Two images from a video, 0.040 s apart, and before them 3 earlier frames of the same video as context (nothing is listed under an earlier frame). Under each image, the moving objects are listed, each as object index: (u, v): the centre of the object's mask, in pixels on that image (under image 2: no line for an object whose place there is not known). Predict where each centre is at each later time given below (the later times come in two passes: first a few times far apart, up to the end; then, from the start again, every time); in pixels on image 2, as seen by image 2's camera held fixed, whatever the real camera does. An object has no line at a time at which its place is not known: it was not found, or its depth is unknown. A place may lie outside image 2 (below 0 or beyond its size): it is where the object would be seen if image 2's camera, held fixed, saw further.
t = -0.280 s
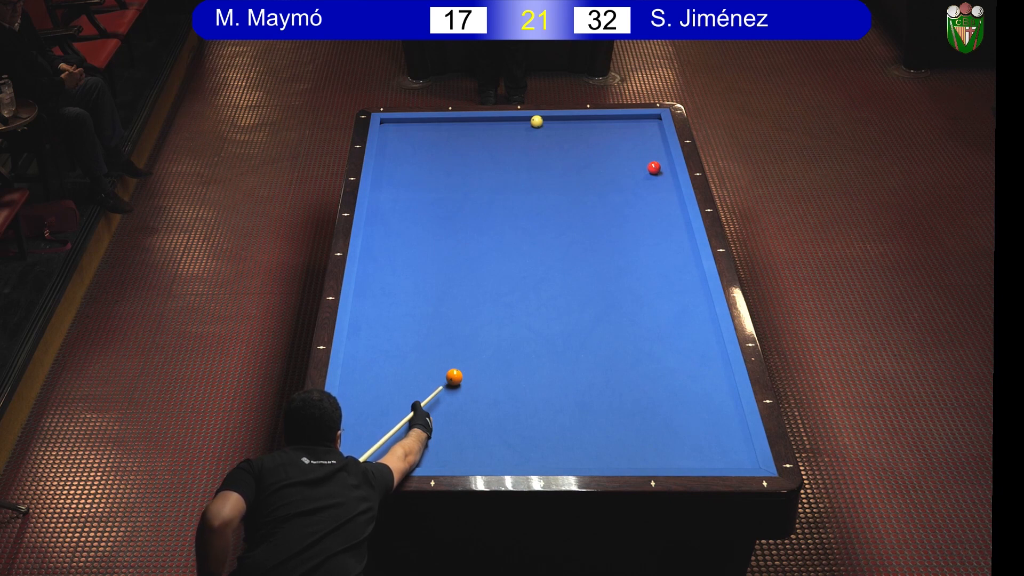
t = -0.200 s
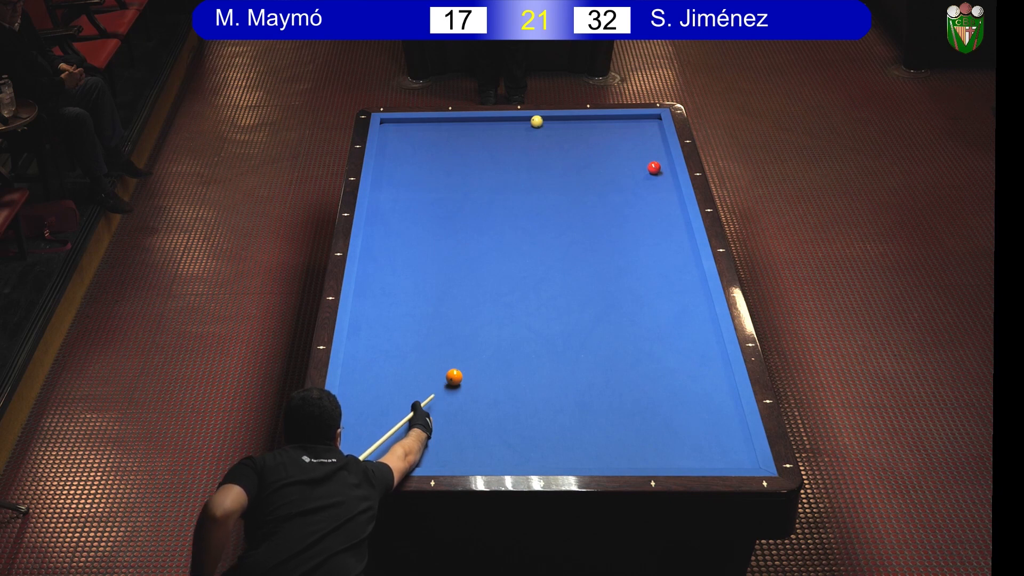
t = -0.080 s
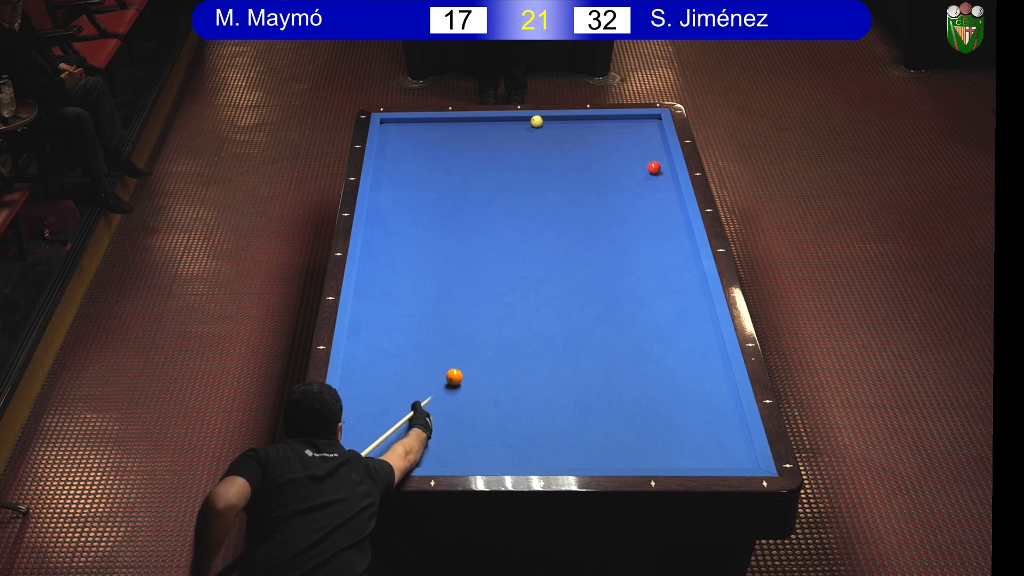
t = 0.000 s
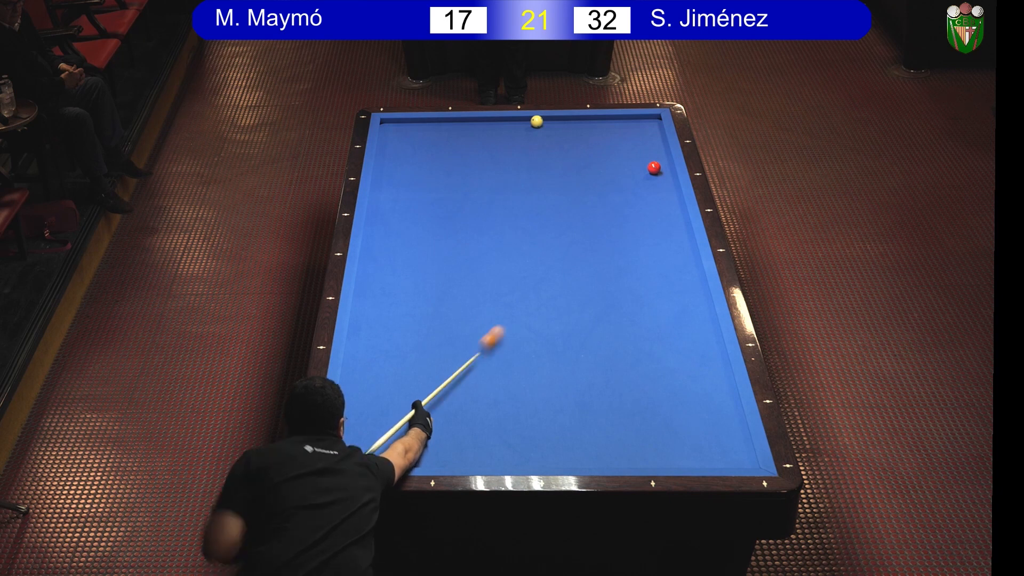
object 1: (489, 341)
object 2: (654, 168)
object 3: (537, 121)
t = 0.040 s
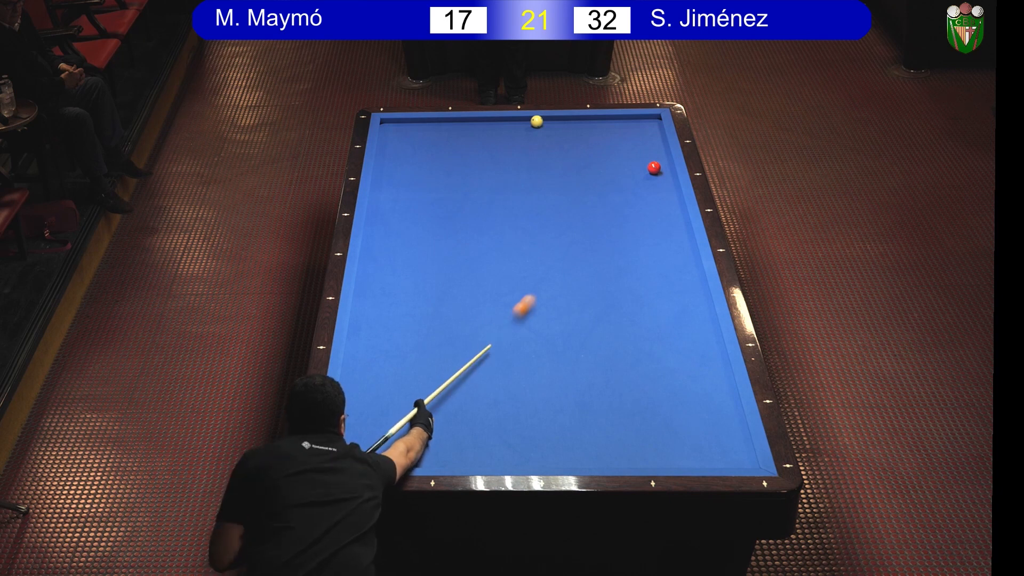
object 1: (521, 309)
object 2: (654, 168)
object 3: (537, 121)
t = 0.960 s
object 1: (475, 145)
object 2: (591, 253)
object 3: (537, 121)
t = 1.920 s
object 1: (594, 119)
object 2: (546, 392)
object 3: (537, 121)
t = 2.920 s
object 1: (528, 131)
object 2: (521, 237)
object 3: (482, 121)
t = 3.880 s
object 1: (493, 132)
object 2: (511, 144)
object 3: (418, 124)
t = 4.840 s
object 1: (445, 138)
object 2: (539, 124)
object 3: (398, 126)
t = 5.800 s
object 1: (403, 162)
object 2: (561, 126)
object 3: (424, 127)
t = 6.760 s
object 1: (383, 182)
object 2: (577, 134)
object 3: (443, 128)
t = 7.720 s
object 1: (398, 197)
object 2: (588, 139)
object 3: (455, 128)
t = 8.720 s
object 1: (411, 209)
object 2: (593, 141)
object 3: (461, 128)
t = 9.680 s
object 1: (419, 217)
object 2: (593, 141)
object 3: (461, 128)
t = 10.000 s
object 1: (421, 219)
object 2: (593, 142)
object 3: (461, 128)
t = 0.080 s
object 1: (551, 279)
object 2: (654, 168)
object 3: (537, 121)
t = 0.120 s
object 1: (581, 250)
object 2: (654, 168)
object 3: (537, 121)
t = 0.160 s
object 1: (606, 225)
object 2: (654, 168)
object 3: (537, 121)
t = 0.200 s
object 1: (629, 201)
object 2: (654, 168)
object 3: (537, 121)
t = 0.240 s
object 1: (651, 180)
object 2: (654, 167)
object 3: (537, 121)
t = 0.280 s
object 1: (665, 170)
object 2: (646, 158)
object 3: (537, 121)
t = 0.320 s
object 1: (636, 169)
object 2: (635, 144)
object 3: (537, 121)
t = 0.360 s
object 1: (607, 168)
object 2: (625, 131)
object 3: (537, 121)
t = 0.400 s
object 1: (579, 167)
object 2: (615, 119)
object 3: (537, 121)
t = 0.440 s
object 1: (552, 166)
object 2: (612, 125)
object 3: (537, 121)
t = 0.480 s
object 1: (526, 164)
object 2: (611, 135)
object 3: (537, 121)
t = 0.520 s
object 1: (500, 163)
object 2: (609, 145)
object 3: (537, 121)
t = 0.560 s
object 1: (475, 161)
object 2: (608, 155)
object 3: (537, 121)
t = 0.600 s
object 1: (451, 159)
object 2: (606, 165)
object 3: (537, 121)
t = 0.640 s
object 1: (428, 157)
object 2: (604, 174)
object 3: (537, 121)
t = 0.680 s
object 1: (405, 155)
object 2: (603, 184)
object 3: (537, 121)
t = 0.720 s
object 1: (384, 153)
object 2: (601, 194)
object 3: (537, 121)
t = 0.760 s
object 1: (395, 152)
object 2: (599, 204)
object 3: (537, 121)
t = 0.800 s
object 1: (412, 151)
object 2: (598, 214)
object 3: (537, 121)
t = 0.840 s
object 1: (429, 149)
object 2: (596, 223)
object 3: (537, 121)
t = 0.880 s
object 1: (445, 148)
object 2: (595, 233)
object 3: (537, 121)
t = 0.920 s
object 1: (460, 147)
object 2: (593, 243)
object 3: (537, 121)
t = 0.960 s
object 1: (475, 145)
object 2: (591, 253)
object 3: (537, 121)
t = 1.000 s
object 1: (489, 144)
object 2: (589, 263)
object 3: (537, 121)
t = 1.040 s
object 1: (502, 142)
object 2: (588, 273)
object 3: (537, 121)
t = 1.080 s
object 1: (515, 141)
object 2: (586, 284)
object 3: (537, 121)
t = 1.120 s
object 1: (527, 139)
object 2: (584, 295)
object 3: (537, 121)
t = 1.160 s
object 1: (539, 137)
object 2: (582, 306)
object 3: (537, 121)
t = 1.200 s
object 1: (551, 135)
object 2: (580, 317)
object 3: (537, 121)
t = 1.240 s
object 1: (563, 133)
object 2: (578, 329)
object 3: (537, 121)
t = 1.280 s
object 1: (574, 132)
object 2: (576, 341)
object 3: (537, 121)
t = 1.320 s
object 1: (585, 130)
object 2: (574, 353)
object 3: (537, 121)
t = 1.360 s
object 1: (597, 128)
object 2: (571, 366)
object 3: (537, 121)
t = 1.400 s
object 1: (608, 126)
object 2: (569, 379)
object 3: (537, 121)
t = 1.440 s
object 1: (619, 125)
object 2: (567, 392)
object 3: (537, 121)
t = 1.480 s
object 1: (631, 123)
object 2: (564, 406)
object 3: (537, 121)
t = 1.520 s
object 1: (642, 121)
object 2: (562, 420)
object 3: (537, 121)
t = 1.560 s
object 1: (653, 119)
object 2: (559, 435)
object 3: (537, 121)
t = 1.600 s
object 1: (649, 118)
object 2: (557, 450)
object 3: (537, 121)
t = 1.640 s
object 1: (640, 118)
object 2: (554, 461)
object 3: (537, 121)
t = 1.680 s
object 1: (632, 118)
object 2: (553, 454)
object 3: (537, 121)
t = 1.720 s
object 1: (624, 118)
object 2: (551, 442)
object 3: (537, 121)
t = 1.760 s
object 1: (617, 118)
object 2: (550, 430)
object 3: (537, 121)
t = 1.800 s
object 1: (611, 119)
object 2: (549, 419)
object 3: (537, 121)
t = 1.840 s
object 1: (605, 119)
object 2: (548, 410)
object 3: (537, 121)
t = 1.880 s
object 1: (600, 119)
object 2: (547, 400)
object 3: (537, 121)
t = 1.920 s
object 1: (594, 119)
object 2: (546, 392)
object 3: (537, 121)
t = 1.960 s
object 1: (588, 120)
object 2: (544, 384)
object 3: (537, 121)
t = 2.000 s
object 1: (583, 120)
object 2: (543, 376)
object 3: (537, 121)
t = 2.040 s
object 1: (577, 120)
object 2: (542, 369)
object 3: (537, 121)
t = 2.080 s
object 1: (572, 121)
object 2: (541, 362)
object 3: (537, 121)
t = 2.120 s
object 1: (566, 121)
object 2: (540, 355)
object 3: (537, 121)
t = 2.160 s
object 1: (561, 121)
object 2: (539, 348)
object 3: (537, 121)
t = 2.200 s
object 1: (555, 122)
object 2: (538, 342)
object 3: (537, 121)
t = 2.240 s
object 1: (550, 122)
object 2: (537, 335)
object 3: (536, 121)
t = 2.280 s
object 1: (548, 123)
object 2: (536, 328)
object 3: (533, 121)
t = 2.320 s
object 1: (548, 123)
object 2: (535, 322)
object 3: (528, 120)
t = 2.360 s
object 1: (546, 124)
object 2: (534, 315)
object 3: (525, 120)
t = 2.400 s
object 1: (545, 124)
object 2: (533, 309)
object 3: (521, 120)
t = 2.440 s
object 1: (543, 125)
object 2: (532, 303)
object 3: (518, 120)
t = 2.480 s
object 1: (542, 125)
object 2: (531, 297)
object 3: (515, 120)
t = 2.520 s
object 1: (541, 126)
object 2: (530, 291)
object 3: (512, 120)
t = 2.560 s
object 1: (539, 126)
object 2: (529, 286)
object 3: (508, 119)
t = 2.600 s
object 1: (538, 127)
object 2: (528, 280)
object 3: (505, 119)
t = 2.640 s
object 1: (537, 127)
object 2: (527, 274)
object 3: (502, 120)
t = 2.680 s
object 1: (535, 128)
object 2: (526, 268)
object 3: (499, 120)
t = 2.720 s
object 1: (534, 128)
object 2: (525, 263)
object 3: (496, 120)
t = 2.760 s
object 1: (533, 129)
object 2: (524, 258)
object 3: (493, 120)
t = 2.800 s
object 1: (532, 129)
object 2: (523, 252)
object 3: (491, 120)
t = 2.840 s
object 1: (530, 130)
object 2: (523, 247)
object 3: (488, 120)
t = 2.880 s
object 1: (529, 130)
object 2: (522, 242)
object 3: (485, 121)
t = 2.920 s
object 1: (528, 131)
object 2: (521, 237)
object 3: (482, 121)
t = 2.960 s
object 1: (526, 131)
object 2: (520, 232)
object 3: (479, 121)
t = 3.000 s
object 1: (525, 132)
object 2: (520, 227)
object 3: (476, 121)
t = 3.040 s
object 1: (524, 132)
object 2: (519, 223)
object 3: (474, 121)
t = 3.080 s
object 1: (523, 133)
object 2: (518, 218)
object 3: (471, 121)
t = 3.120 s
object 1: (521, 133)
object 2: (517, 213)
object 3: (468, 122)
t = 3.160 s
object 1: (520, 134)
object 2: (517, 208)
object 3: (465, 122)
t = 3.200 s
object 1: (519, 134)
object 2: (516, 204)
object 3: (462, 122)
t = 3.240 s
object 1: (518, 134)
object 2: (515, 199)
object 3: (460, 122)
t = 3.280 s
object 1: (516, 135)
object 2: (514, 195)
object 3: (457, 122)
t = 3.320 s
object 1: (515, 135)
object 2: (514, 190)
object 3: (454, 122)
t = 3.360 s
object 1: (514, 136)
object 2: (513, 186)
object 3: (451, 122)
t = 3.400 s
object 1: (513, 136)
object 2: (512, 182)
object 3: (449, 123)
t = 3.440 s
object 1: (512, 137)
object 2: (512, 178)
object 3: (446, 123)
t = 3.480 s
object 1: (510, 137)
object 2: (511, 174)
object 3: (443, 123)
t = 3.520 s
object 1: (509, 138)
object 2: (510, 169)
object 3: (441, 123)
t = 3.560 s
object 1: (508, 138)
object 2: (510, 166)
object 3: (438, 123)
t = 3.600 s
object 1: (507, 138)
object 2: (509, 161)
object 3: (436, 123)
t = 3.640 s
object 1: (506, 139)
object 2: (508, 158)
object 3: (433, 123)
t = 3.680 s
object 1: (505, 139)
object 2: (508, 154)
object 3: (430, 124)
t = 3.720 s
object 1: (504, 139)
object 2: (507, 150)
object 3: (428, 124)
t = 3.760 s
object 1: (502, 139)
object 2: (507, 147)
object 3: (425, 124)
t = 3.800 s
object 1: (499, 137)
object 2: (508, 145)
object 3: (423, 124)
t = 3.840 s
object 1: (496, 135)
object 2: (509, 145)
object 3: (420, 124)
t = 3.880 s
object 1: (493, 132)
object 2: (511, 144)
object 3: (418, 124)
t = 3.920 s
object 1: (491, 130)
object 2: (512, 144)
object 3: (415, 124)
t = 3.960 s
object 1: (488, 128)
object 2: (513, 143)
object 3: (413, 124)
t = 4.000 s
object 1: (486, 126)
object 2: (515, 142)
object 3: (410, 125)
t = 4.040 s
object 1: (483, 125)
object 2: (516, 141)
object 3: (408, 125)
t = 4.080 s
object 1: (480, 123)
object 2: (517, 140)
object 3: (405, 125)
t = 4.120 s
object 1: (478, 121)
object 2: (519, 139)
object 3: (403, 125)
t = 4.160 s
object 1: (476, 120)
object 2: (520, 138)
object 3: (401, 125)
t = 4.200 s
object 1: (474, 122)
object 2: (521, 137)
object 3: (398, 125)
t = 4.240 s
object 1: (472, 123)
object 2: (522, 136)
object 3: (396, 125)
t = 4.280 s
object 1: (470, 124)
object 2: (523, 135)
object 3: (393, 126)
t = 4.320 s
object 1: (469, 125)
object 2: (524, 134)
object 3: (391, 126)
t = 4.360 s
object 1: (467, 126)
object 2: (526, 134)
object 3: (389, 126)
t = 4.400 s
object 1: (465, 127)
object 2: (527, 133)
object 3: (386, 126)
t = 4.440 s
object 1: (463, 128)
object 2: (528, 132)
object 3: (385, 126)
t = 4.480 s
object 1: (461, 129)
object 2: (529, 131)
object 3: (387, 126)
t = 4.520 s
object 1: (459, 130)
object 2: (530, 130)
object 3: (388, 126)
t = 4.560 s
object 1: (457, 131)
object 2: (531, 129)
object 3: (389, 126)
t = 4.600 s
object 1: (456, 132)
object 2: (532, 128)
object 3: (391, 126)
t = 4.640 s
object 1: (454, 133)
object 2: (534, 128)
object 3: (392, 126)
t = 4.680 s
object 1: (452, 134)
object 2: (535, 127)
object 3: (393, 126)
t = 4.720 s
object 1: (450, 135)
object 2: (536, 126)
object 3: (394, 126)
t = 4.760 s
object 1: (448, 137)
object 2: (537, 125)
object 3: (396, 126)
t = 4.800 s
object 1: (447, 137)
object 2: (538, 124)
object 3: (397, 126)
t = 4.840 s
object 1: (445, 138)
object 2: (539, 124)
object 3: (398, 126)
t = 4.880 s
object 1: (443, 139)
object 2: (540, 123)
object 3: (399, 126)
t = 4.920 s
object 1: (441, 141)
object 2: (541, 122)
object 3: (401, 126)
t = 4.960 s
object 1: (439, 142)
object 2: (542, 121)
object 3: (402, 126)
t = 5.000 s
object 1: (438, 143)
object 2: (543, 121)
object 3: (403, 126)
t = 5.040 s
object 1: (436, 143)
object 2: (544, 120)
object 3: (404, 126)
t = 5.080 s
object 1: (434, 144)
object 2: (545, 119)
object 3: (405, 127)
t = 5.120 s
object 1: (432, 145)
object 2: (546, 120)
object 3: (406, 127)
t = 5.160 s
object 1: (431, 146)
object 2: (547, 120)
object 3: (408, 127)
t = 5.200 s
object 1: (429, 147)
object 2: (548, 121)
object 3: (409, 127)
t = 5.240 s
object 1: (427, 148)
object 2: (549, 121)
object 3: (410, 127)
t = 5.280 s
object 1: (425, 150)
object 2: (550, 121)
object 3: (411, 127)
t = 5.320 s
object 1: (424, 150)
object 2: (551, 122)
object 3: (412, 127)
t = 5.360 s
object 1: (422, 151)
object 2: (552, 122)
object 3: (413, 127)
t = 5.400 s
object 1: (420, 152)
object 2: (552, 123)
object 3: (414, 127)
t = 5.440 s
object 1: (418, 153)
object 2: (553, 123)
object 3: (415, 127)
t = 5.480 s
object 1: (416, 154)
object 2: (554, 123)
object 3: (416, 127)
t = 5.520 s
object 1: (415, 155)
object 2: (555, 124)
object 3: (417, 127)
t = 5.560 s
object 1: (413, 156)
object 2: (556, 124)
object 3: (418, 127)
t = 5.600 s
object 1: (411, 157)
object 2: (557, 124)
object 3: (419, 127)
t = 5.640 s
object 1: (410, 158)
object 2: (558, 125)
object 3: (420, 127)
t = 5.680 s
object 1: (408, 159)
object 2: (559, 125)
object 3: (421, 127)
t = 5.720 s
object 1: (406, 160)
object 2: (559, 126)
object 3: (422, 127)
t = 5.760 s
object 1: (405, 161)
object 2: (560, 126)
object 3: (423, 127)
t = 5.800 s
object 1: (403, 162)
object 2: (561, 126)
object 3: (424, 127)
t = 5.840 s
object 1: (401, 163)
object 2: (562, 127)
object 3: (425, 127)
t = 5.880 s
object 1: (400, 164)
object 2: (563, 127)
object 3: (426, 127)
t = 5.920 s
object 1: (398, 165)
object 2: (563, 127)
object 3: (427, 127)
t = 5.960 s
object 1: (397, 166)
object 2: (564, 128)
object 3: (428, 127)
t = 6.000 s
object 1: (395, 167)
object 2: (565, 128)
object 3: (428, 127)
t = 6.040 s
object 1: (393, 167)
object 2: (566, 128)
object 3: (429, 127)
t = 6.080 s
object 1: (392, 168)
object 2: (566, 129)
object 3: (430, 127)
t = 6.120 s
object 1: (390, 169)
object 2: (567, 129)
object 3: (431, 127)
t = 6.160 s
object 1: (388, 170)
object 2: (568, 129)
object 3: (432, 127)
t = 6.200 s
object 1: (387, 171)
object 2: (569, 130)
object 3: (433, 127)
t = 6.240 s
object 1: (385, 172)
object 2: (569, 130)
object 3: (433, 127)
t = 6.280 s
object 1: (384, 173)
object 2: (570, 130)
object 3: (434, 127)
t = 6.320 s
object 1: (382, 174)
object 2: (571, 131)
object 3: (435, 127)
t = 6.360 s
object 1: (380, 175)
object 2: (571, 131)
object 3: (436, 127)
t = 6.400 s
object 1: (379, 176)
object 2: (572, 131)
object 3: (437, 127)
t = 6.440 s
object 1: (378, 177)
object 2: (573, 132)
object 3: (437, 127)
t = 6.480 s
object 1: (379, 177)
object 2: (573, 132)
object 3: (438, 127)
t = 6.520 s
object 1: (379, 178)
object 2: (574, 132)
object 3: (439, 127)
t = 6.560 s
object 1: (380, 179)
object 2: (574, 132)
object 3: (440, 127)
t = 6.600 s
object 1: (381, 179)
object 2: (575, 133)
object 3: (440, 127)
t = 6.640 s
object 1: (381, 180)
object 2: (576, 133)
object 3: (441, 127)
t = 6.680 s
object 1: (382, 181)
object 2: (576, 133)
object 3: (442, 128)
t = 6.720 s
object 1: (383, 182)
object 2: (577, 134)
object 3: (442, 128)
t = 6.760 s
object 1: (383, 182)
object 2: (577, 134)
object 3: (443, 128)
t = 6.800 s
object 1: (384, 183)
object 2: (578, 134)
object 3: (444, 128)
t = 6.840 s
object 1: (385, 184)
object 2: (578, 134)
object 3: (444, 128)
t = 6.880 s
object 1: (385, 184)
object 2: (579, 135)
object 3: (445, 128)
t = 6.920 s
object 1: (386, 185)
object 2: (580, 135)
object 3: (446, 128)
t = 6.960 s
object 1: (387, 186)
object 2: (580, 135)
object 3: (446, 128)
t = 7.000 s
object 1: (387, 186)
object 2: (581, 135)
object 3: (447, 128)
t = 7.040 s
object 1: (388, 187)
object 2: (581, 135)
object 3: (447, 128)
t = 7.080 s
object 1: (389, 188)
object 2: (582, 136)
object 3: (448, 128)
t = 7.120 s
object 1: (389, 188)
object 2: (582, 136)
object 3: (448, 128)
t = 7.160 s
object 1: (390, 189)
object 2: (583, 136)
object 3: (449, 128)
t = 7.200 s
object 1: (391, 190)
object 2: (583, 136)
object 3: (449, 128)
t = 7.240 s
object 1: (391, 190)
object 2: (584, 137)
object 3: (450, 128)
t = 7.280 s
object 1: (392, 191)
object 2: (584, 137)
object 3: (450, 128)
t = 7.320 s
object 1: (392, 191)
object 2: (584, 137)
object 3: (451, 128)
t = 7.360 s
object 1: (393, 192)
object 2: (585, 137)
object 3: (451, 128)
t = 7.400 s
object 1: (394, 193)
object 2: (585, 137)
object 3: (452, 128)
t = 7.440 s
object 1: (394, 193)
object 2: (586, 137)
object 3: (452, 128)
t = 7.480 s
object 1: (395, 194)
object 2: (586, 138)
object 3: (453, 128)
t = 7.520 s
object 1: (395, 194)
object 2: (586, 138)
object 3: (453, 128)
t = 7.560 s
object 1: (396, 195)
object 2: (587, 138)
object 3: (454, 128)
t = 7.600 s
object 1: (397, 196)
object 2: (587, 138)
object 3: (454, 128)
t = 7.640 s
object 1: (397, 196)
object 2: (587, 138)
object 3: (454, 128)
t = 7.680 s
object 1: (398, 197)
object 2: (588, 139)
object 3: (455, 128)
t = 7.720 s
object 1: (398, 197)
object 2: (588, 139)
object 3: (455, 128)
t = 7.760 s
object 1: (399, 198)
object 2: (588, 139)
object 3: (456, 128)
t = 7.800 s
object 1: (399, 198)
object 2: (589, 139)
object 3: (456, 128)
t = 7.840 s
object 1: (400, 199)
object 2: (589, 139)
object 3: (456, 128)
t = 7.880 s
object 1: (401, 200)
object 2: (589, 139)
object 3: (457, 128)
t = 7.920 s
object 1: (401, 200)
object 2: (589, 139)
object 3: (457, 128)
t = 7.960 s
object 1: (402, 201)
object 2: (590, 140)
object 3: (457, 128)
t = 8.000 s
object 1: (402, 201)
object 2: (590, 140)
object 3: (458, 128)
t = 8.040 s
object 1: (403, 202)
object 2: (590, 140)
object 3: (458, 128)
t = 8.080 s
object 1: (403, 202)
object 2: (590, 140)
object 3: (458, 128)
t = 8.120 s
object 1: (404, 203)
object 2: (591, 140)
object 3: (458, 128)
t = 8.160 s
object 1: (404, 203)
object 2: (591, 140)
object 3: (459, 128)
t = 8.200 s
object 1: (405, 204)
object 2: (591, 140)
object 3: (459, 128)
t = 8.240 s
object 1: (405, 204)
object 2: (591, 140)
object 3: (459, 128)
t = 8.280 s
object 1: (406, 205)
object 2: (591, 140)
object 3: (459, 128)
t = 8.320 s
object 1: (406, 205)
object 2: (591, 140)
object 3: (459, 128)
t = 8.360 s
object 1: (407, 206)
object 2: (592, 140)
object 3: (459, 128)
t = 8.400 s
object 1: (407, 206)
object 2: (592, 141)
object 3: (460, 128)
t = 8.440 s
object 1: (408, 206)
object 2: (592, 141)
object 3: (460, 128)
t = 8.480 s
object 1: (408, 207)
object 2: (592, 141)
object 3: (460, 128)
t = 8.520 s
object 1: (409, 207)
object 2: (592, 141)
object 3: (460, 128)
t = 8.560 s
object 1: (409, 208)
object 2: (592, 141)
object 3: (460, 128)
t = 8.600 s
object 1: (410, 208)
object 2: (593, 141)
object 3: (460, 128)
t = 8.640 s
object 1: (410, 209)
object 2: (593, 141)
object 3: (460, 128)
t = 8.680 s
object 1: (410, 209)
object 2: (593, 141)
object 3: (461, 128)
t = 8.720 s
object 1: (411, 209)
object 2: (593, 141)
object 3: (461, 128)
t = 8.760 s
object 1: (411, 210)
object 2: (593, 141)
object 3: (461, 128)
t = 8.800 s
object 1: (412, 210)
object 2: (593, 141)
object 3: (461, 128)
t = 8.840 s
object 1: (412, 211)
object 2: (593, 141)
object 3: (461, 128)
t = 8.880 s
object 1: (413, 211)
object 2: (593, 141)
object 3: (461, 128)
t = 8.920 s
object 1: (413, 211)
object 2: (593, 141)
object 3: (461, 128)
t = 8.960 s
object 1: (413, 212)
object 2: (593, 141)
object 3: (461, 128)
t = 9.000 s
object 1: (414, 212)
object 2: (593, 141)
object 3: (461, 128)
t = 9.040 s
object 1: (414, 212)
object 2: (593, 141)
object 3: (461, 128)
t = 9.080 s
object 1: (415, 213)
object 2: (593, 141)
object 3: (461, 128)
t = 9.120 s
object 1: (415, 213)
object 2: (593, 141)
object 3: (461, 128)
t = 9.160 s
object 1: (415, 213)
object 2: (593, 141)
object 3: (461, 128)
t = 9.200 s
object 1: (416, 214)
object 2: (593, 141)
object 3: (461, 128)
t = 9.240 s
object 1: (416, 214)
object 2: (593, 141)
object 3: (461, 128)
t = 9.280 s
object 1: (416, 215)
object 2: (593, 142)
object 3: (461, 128)
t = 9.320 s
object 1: (417, 215)
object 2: (593, 141)
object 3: (461, 128)
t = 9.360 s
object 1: (417, 215)
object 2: (593, 141)
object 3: (461, 128)
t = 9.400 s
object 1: (417, 215)
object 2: (593, 141)
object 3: (461, 128)
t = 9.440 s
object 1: (418, 216)
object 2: (593, 141)
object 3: (461, 128)
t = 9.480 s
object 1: (418, 216)
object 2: (593, 141)
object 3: (461, 128)
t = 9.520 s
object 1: (418, 216)
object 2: (593, 141)
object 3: (461, 128)
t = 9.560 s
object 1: (419, 217)
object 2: (593, 141)
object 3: (461, 128)
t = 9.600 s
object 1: (419, 217)
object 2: (593, 141)
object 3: (461, 128)
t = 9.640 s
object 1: (419, 217)
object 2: (593, 141)
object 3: (461, 128)
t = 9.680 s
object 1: (419, 217)
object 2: (593, 141)
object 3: (461, 128)
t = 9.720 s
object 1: (420, 218)
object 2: (593, 141)
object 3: (461, 128)
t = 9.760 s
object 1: (420, 218)
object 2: (593, 141)
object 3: (461, 128)
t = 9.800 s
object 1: (420, 218)
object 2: (593, 141)
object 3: (461, 128)
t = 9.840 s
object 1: (420, 218)
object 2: (593, 142)
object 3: (461, 128)
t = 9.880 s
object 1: (420, 219)
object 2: (593, 142)
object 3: (461, 128)
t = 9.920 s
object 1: (421, 219)
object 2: (593, 142)
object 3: (461, 128)
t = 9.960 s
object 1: (421, 219)
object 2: (593, 142)
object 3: (461, 128)
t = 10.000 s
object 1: (421, 219)
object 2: (593, 142)
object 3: (461, 128)
